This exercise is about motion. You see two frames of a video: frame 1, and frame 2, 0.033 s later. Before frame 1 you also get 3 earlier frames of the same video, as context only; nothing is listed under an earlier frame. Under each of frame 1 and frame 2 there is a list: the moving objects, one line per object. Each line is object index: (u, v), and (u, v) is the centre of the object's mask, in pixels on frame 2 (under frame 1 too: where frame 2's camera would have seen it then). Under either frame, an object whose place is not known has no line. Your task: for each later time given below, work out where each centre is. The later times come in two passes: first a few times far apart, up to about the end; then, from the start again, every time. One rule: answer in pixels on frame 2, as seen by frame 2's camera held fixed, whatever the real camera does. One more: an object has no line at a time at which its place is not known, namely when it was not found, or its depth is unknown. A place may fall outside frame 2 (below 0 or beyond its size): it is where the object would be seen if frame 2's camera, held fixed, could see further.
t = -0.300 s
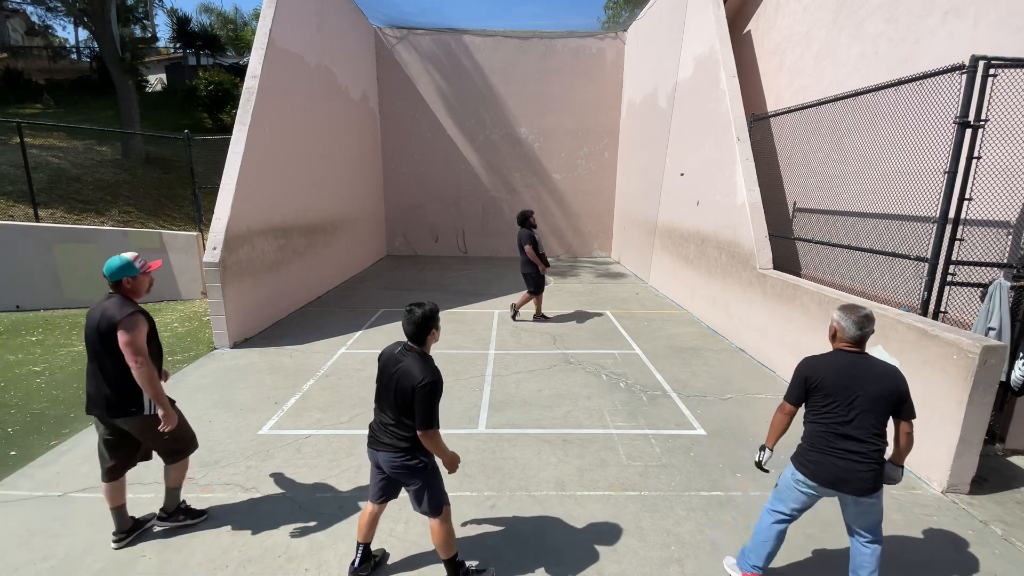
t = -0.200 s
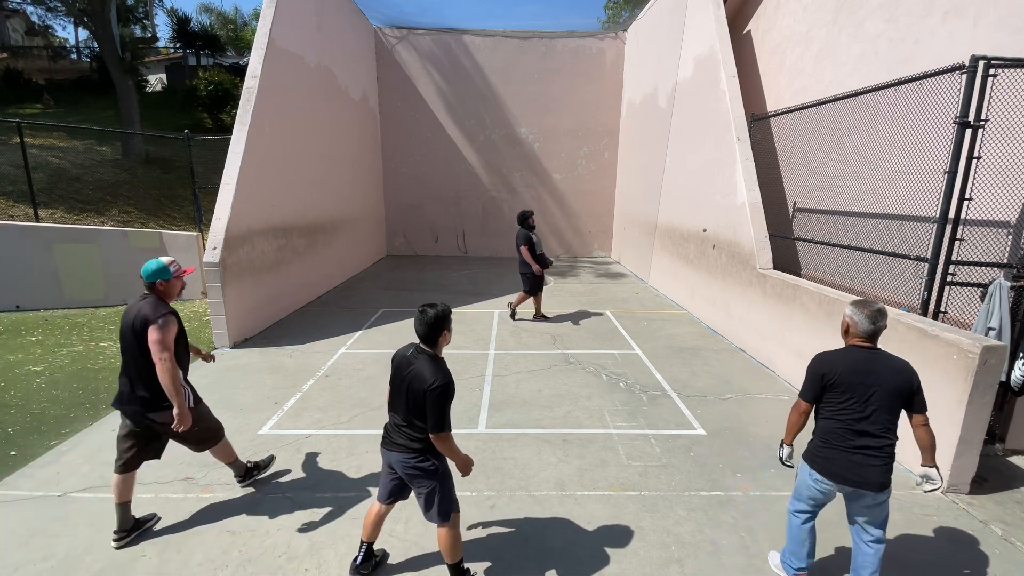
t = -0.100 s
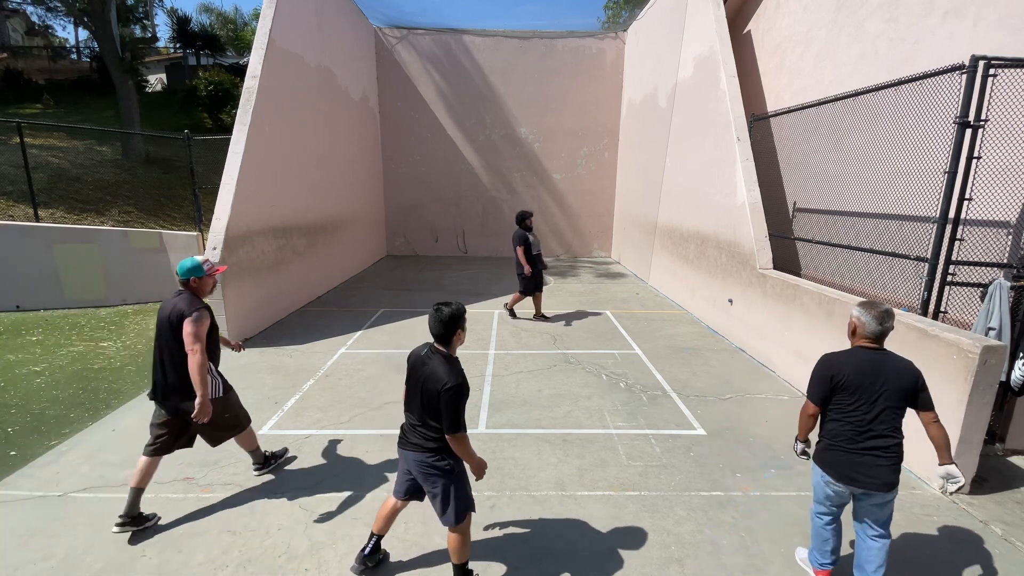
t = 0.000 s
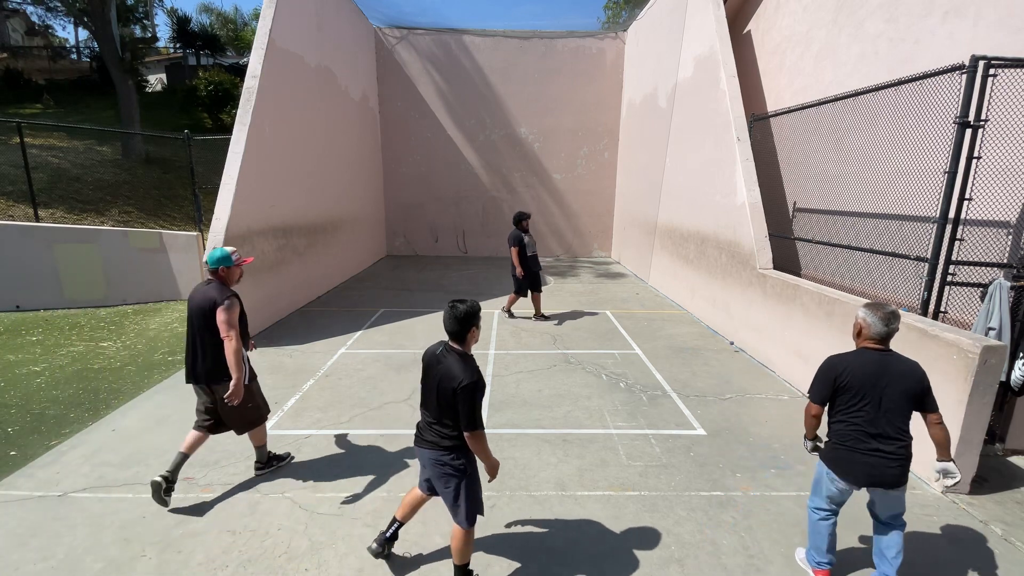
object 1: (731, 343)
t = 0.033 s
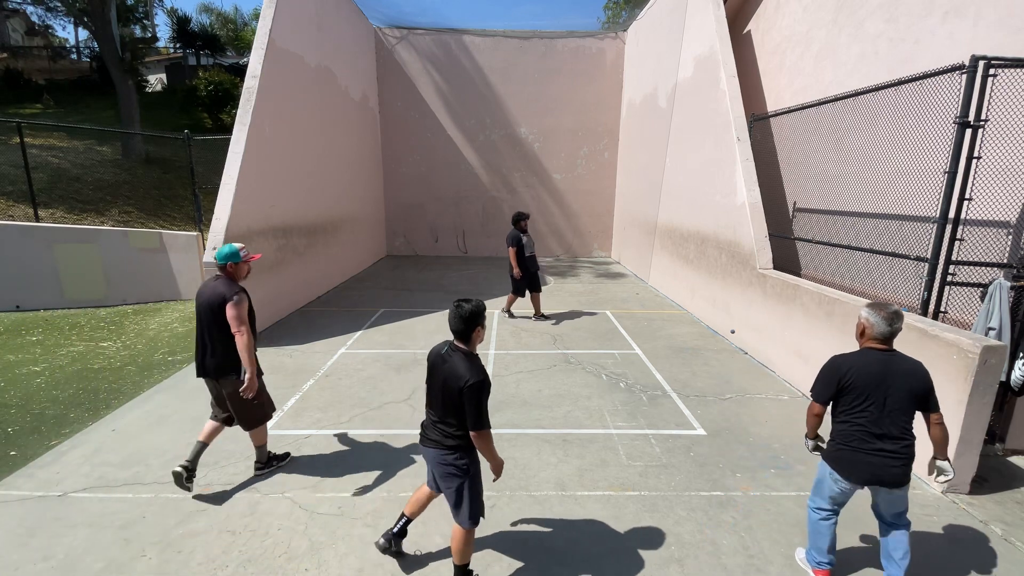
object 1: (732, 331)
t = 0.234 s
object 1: (735, 270)
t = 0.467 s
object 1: (733, 225)
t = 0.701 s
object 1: (721, 233)
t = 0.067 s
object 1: (733, 320)
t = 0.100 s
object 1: (734, 309)
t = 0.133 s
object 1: (734, 299)
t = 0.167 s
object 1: (735, 289)
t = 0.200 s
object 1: (735, 279)
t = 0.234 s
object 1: (735, 270)
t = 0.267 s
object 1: (735, 261)
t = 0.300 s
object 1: (735, 253)
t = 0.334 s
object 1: (735, 246)
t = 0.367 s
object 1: (735, 240)
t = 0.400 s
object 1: (734, 234)
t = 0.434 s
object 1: (734, 229)
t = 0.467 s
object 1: (733, 225)
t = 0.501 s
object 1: (732, 222)
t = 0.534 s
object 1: (731, 221)
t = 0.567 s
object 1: (729, 220)
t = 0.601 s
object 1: (728, 221)
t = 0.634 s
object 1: (726, 223)
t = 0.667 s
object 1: (724, 227)
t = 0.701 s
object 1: (721, 233)
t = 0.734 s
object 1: (718, 240)
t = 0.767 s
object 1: (715, 250)
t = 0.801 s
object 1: (711, 262)
